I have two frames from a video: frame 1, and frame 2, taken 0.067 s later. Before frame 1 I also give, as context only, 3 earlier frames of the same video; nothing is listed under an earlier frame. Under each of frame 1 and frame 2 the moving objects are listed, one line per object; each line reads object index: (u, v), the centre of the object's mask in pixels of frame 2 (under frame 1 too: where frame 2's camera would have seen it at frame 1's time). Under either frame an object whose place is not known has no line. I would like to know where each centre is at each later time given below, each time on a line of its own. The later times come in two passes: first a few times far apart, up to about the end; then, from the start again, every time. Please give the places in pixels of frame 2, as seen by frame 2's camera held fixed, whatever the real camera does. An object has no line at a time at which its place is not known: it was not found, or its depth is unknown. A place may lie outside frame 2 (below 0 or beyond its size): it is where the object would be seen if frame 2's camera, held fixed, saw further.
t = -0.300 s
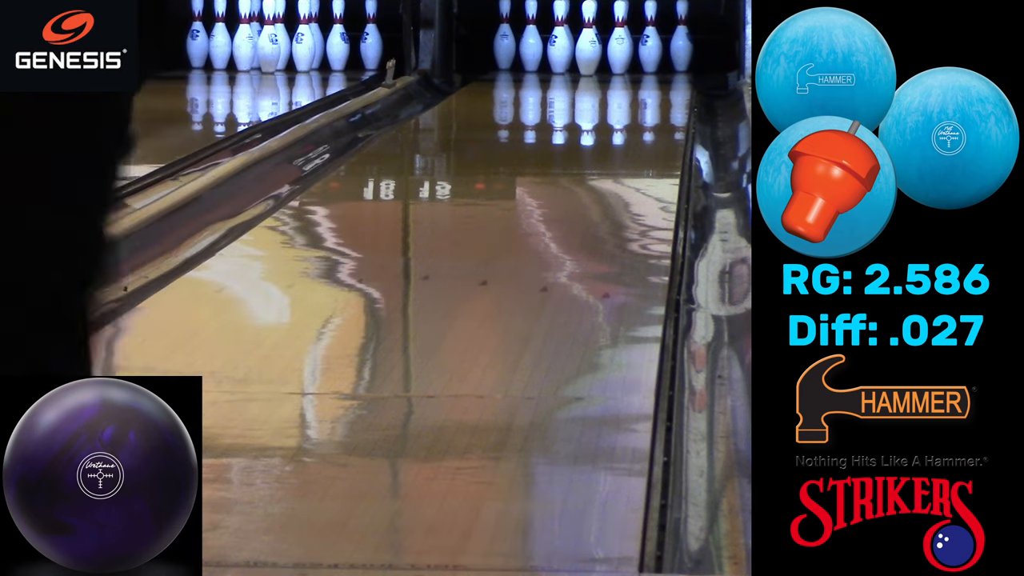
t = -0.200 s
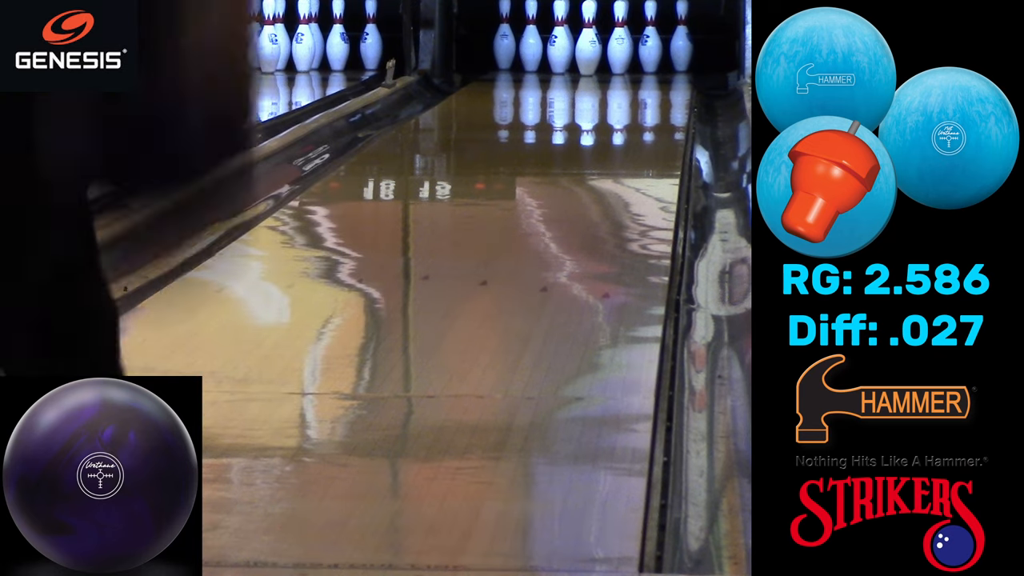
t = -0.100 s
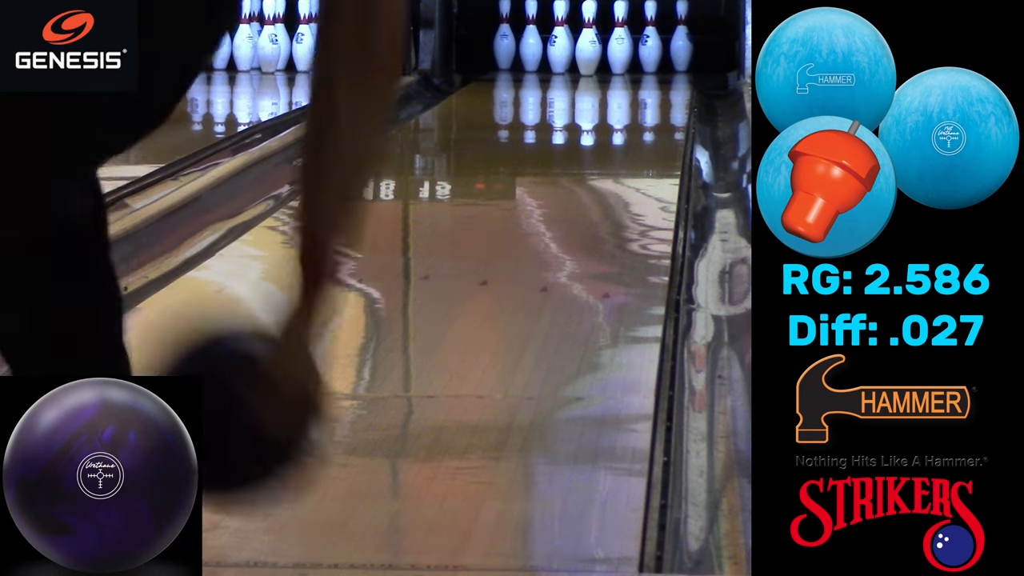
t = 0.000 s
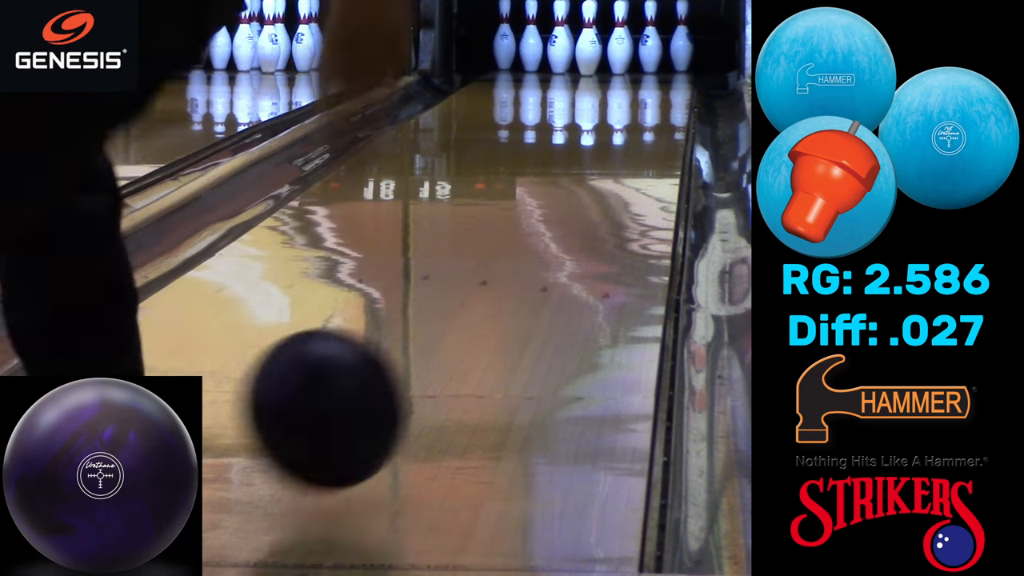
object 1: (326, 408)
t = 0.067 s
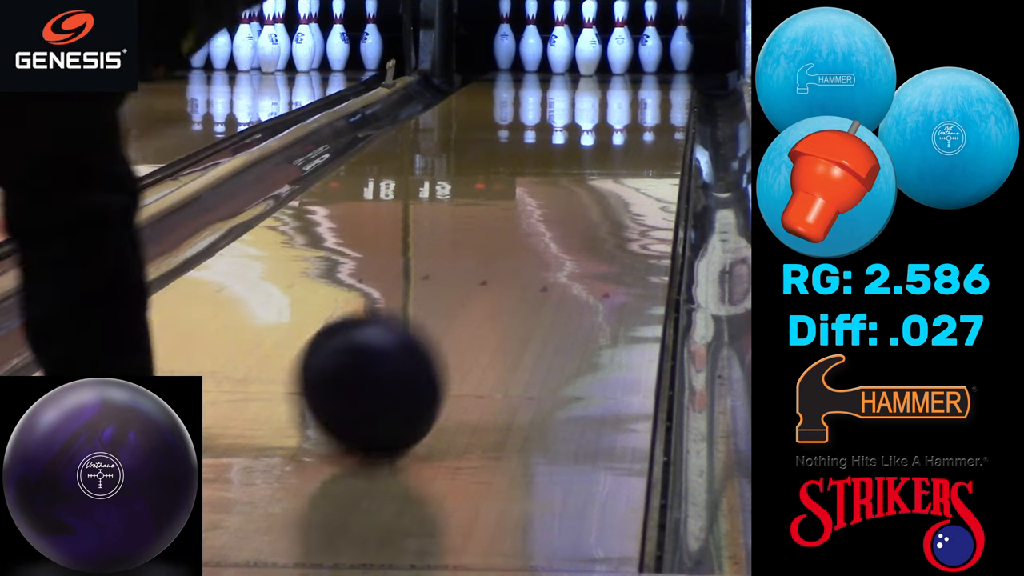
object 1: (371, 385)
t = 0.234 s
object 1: (455, 312)
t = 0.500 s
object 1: (541, 232)
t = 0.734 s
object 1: (589, 186)
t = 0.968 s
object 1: (621, 149)
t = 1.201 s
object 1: (641, 121)
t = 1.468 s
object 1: (651, 99)
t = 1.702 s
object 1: (647, 85)
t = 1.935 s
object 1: (631, 72)
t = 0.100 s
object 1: (390, 370)
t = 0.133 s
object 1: (408, 354)
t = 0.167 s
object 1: (425, 339)
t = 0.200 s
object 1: (441, 325)
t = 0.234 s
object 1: (455, 312)
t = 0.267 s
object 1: (469, 300)
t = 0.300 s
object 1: (481, 288)
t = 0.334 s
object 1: (492, 278)
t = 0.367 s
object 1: (503, 268)
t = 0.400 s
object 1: (514, 259)
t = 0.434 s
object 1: (523, 249)
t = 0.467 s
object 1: (532, 240)
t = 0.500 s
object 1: (541, 232)
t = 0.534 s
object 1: (548, 226)
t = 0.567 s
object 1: (557, 218)
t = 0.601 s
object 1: (564, 211)
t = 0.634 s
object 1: (571, 204)
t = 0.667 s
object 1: (578, 198)
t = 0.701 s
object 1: (583, 192)
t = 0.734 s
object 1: (589, 186)
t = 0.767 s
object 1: (594, 180)
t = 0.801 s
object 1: (599, 175)
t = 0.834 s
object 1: (604, 169)
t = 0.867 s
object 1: (609, 164)
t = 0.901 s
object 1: (613, 159)
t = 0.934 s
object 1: (617, 154)
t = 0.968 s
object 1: (621, 149)
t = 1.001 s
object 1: (625, 145)
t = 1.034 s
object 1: (628, 140)
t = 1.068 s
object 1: (631, 136)
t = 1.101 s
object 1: (633, 133)
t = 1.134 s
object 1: (636, 129)
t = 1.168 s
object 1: (639, 125)
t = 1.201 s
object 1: (641, 121)
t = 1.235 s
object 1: (643, 118)
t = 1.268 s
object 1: (645, 115)
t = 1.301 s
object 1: (647, 112)
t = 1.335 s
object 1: (648, 109)
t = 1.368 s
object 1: (650, 106)
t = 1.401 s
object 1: (651, 104)
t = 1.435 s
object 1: (651, 102)
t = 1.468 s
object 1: (651, 99)
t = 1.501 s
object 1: (652, 97)
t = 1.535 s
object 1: (651, 95)
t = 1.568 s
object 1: (651, 92)
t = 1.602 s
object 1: (651, 91)
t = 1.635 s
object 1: (650, 89)
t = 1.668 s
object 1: (648, 87)
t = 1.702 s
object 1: (647, 85)
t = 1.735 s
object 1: (646, 83)
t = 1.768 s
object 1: (644, 82)
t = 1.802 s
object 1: (642, 80)
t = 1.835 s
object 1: (639, 78)
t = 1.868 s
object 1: (637, 76)
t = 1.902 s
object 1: (634, 74)
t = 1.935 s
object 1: (631, 72)
